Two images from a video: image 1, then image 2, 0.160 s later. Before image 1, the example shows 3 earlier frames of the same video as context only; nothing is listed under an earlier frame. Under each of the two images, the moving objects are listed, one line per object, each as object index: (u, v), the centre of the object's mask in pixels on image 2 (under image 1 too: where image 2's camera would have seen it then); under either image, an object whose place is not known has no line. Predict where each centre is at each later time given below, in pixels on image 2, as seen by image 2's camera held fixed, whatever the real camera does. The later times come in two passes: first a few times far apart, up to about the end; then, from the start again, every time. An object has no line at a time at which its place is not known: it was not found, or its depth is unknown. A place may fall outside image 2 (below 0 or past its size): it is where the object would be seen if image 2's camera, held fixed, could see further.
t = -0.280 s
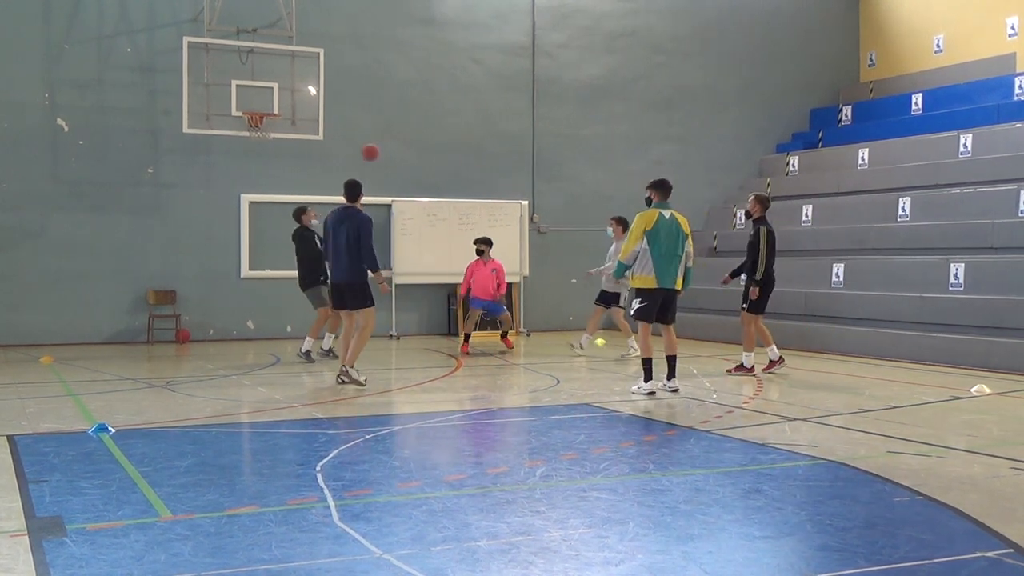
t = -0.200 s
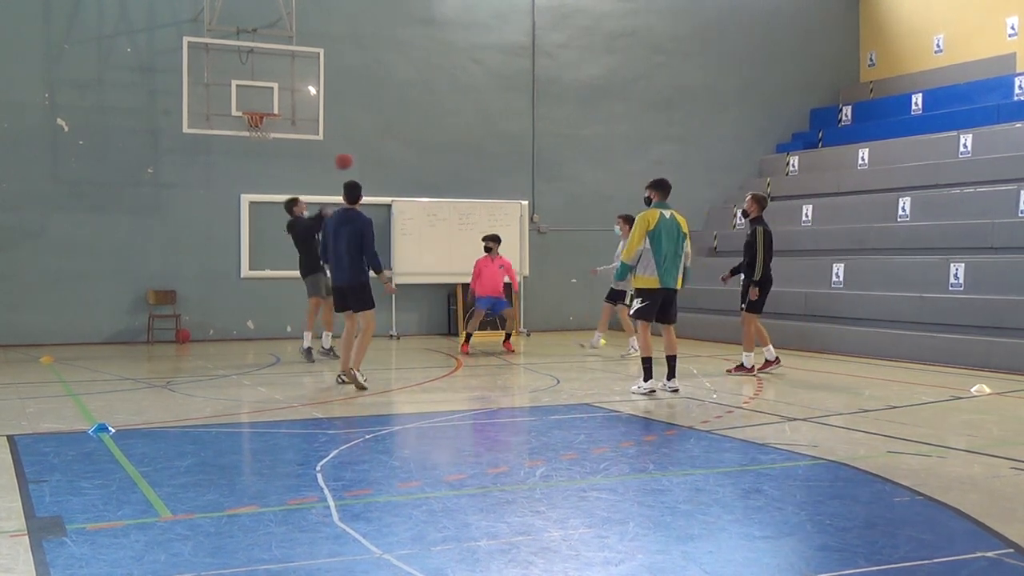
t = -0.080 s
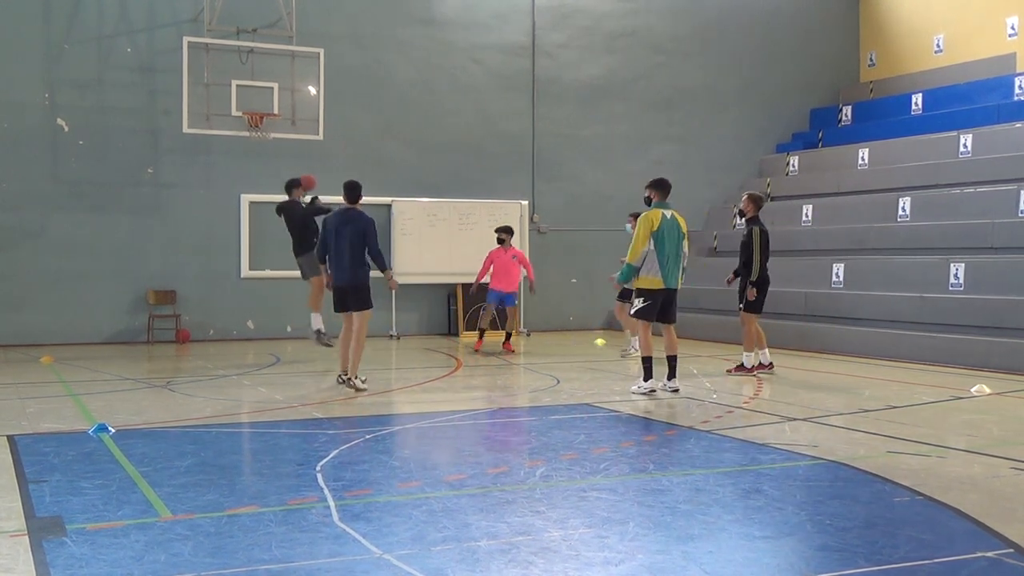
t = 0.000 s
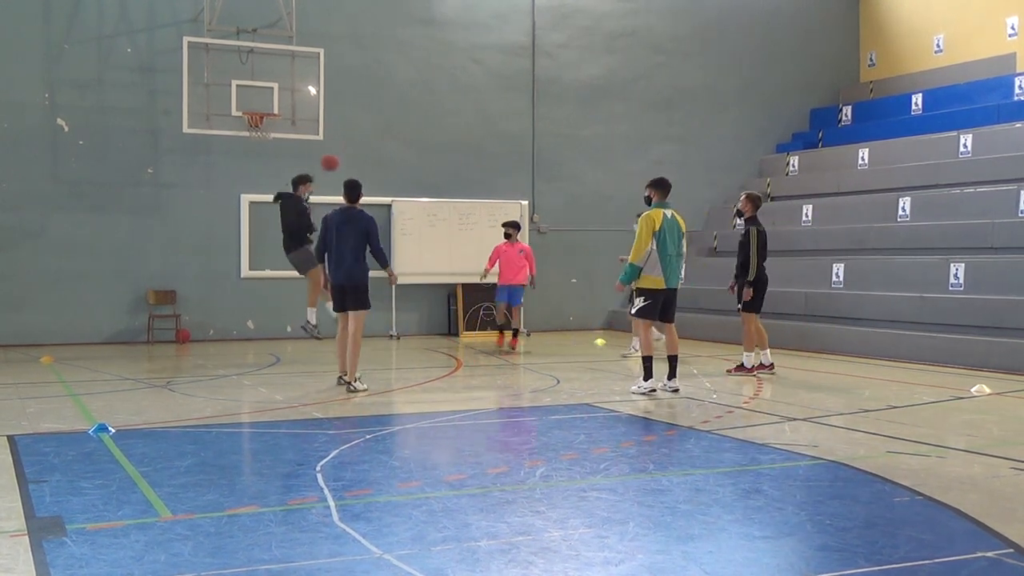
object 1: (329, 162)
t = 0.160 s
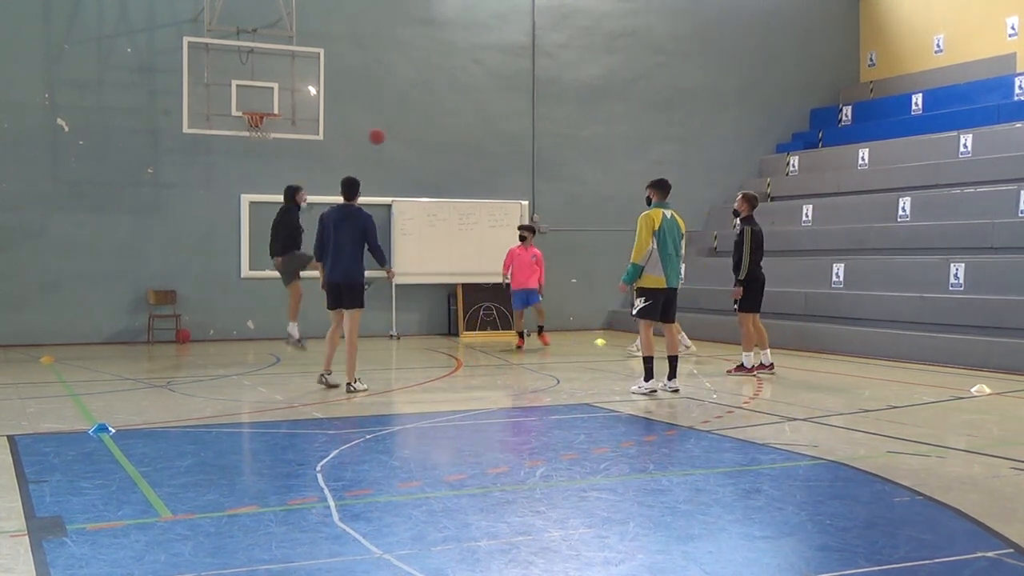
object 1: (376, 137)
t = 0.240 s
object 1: (399, 131)
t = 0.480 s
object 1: (465, 148)
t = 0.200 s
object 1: (388, 133)
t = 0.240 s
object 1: (399, 131)
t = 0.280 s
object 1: (411, 130)
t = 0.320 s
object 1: (421, 131)
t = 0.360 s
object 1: (432, 134)
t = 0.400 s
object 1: (443, 137)
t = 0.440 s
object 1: (454, 142)
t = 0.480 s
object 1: (465, 148)
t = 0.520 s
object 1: (475, 155)
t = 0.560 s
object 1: (485, 163)
